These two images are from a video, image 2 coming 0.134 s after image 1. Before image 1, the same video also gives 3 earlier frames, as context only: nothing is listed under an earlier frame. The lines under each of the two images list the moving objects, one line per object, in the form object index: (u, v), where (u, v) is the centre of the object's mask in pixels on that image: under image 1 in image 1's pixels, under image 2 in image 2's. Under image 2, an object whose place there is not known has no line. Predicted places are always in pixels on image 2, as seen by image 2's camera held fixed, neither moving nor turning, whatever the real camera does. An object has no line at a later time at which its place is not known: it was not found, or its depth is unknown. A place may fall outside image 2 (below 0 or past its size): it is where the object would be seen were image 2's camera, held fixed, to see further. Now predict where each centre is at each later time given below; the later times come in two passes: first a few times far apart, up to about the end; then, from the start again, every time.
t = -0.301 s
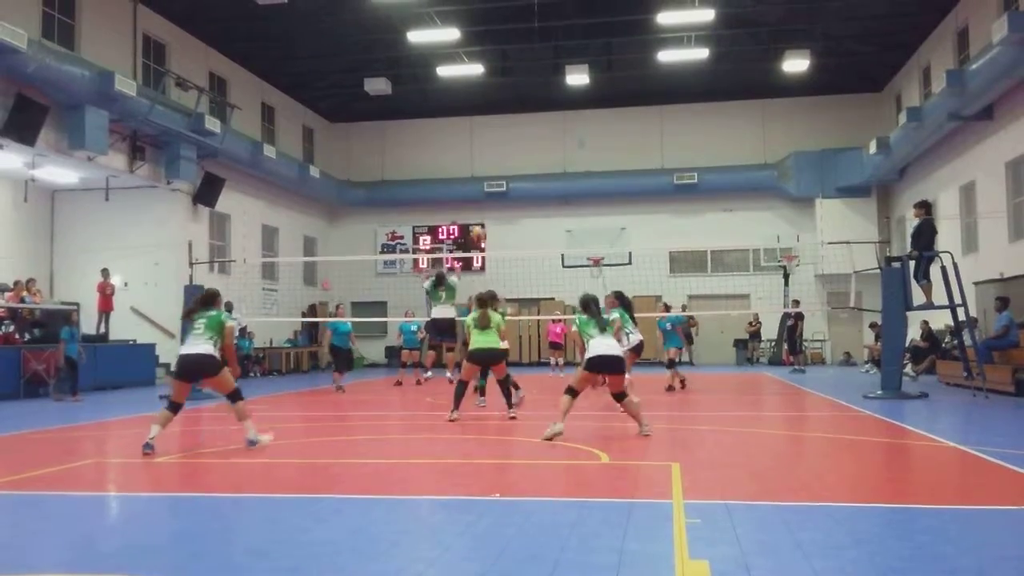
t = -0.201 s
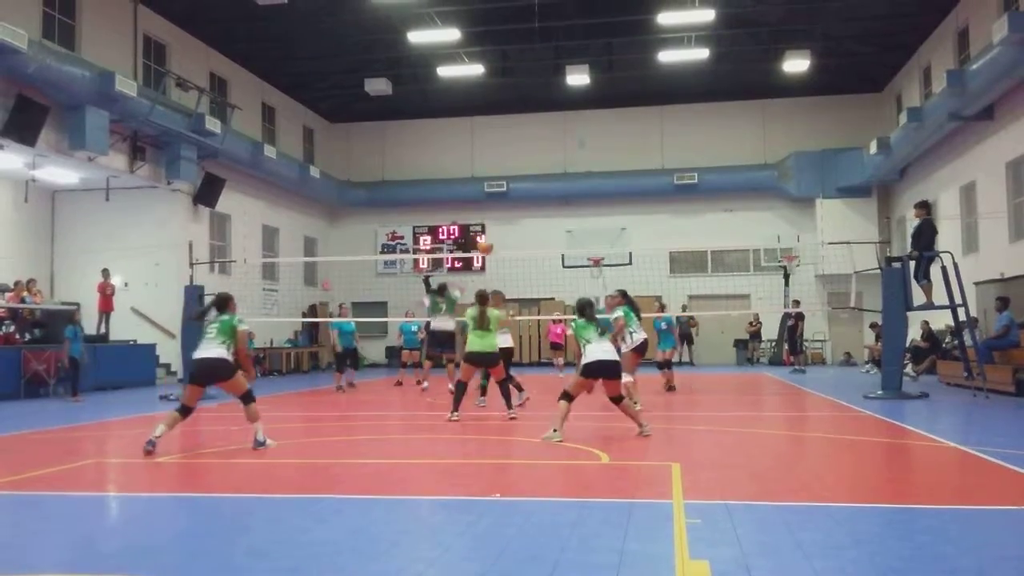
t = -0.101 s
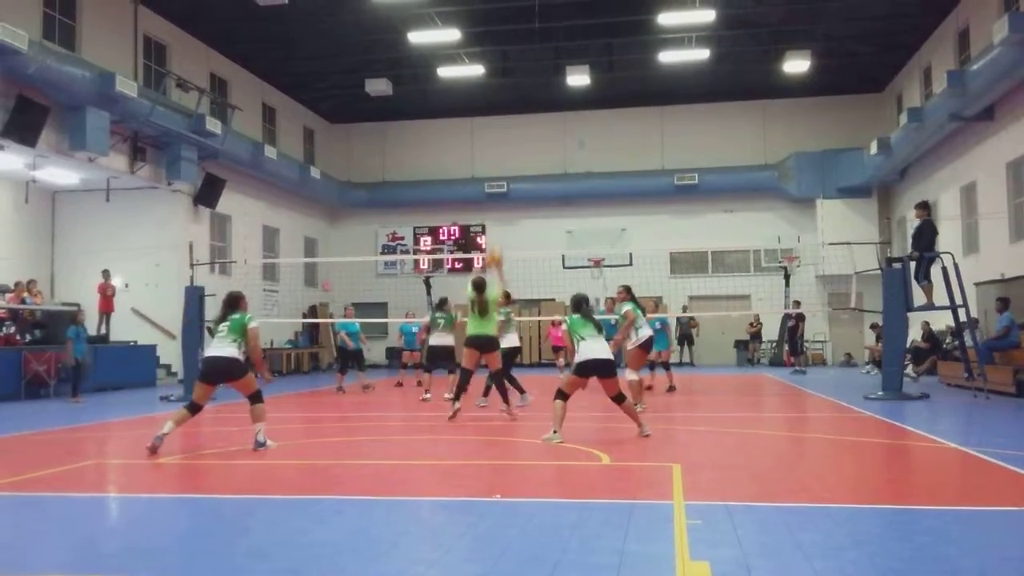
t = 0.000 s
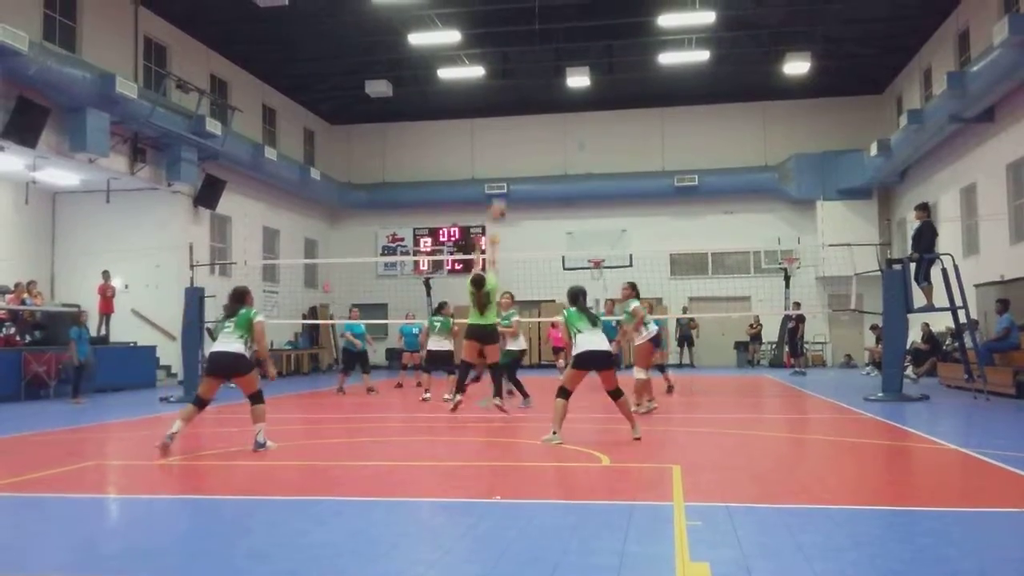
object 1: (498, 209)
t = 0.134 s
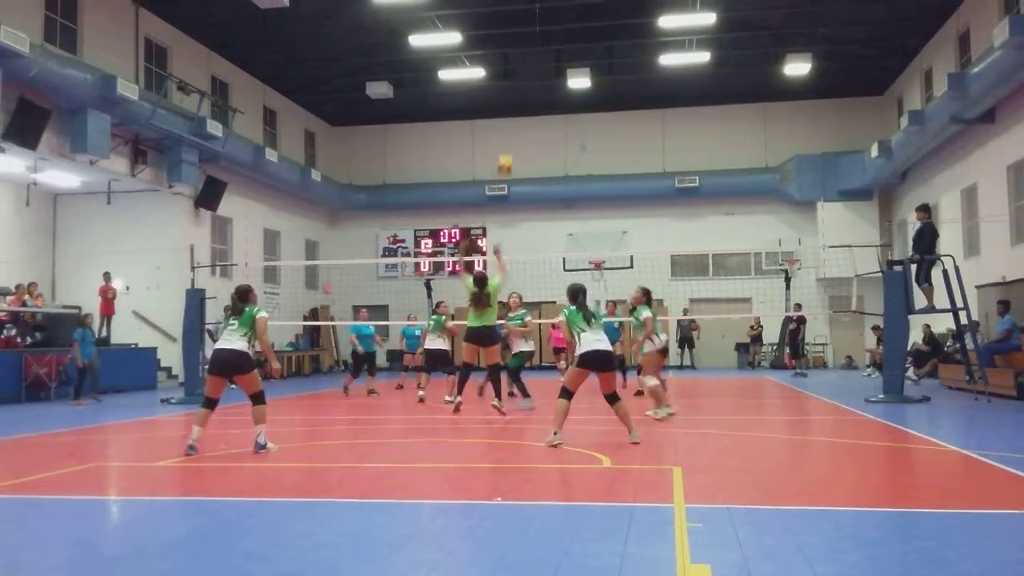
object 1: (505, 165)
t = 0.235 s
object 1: (509, 138)
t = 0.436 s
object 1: (521, 111)
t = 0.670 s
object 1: (534, 118)
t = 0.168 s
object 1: (506, 156)
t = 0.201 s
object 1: (508, 146)
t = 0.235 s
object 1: (509, 138)
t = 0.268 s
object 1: (512, 132)
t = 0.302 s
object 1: (514, 125)
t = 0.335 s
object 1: (516, 120)
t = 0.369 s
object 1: (517, 116)
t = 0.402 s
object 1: (519, 114)
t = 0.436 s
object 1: (521, 111)
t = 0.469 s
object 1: (522, 110)
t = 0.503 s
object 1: (524, 109)
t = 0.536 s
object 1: (526, 109)
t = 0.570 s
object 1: (528, 110)
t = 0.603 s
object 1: (530, 112)
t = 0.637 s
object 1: (532, 115)
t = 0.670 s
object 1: (534, 118)
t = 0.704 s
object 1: (536, 123)
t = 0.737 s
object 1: (538, 129)
